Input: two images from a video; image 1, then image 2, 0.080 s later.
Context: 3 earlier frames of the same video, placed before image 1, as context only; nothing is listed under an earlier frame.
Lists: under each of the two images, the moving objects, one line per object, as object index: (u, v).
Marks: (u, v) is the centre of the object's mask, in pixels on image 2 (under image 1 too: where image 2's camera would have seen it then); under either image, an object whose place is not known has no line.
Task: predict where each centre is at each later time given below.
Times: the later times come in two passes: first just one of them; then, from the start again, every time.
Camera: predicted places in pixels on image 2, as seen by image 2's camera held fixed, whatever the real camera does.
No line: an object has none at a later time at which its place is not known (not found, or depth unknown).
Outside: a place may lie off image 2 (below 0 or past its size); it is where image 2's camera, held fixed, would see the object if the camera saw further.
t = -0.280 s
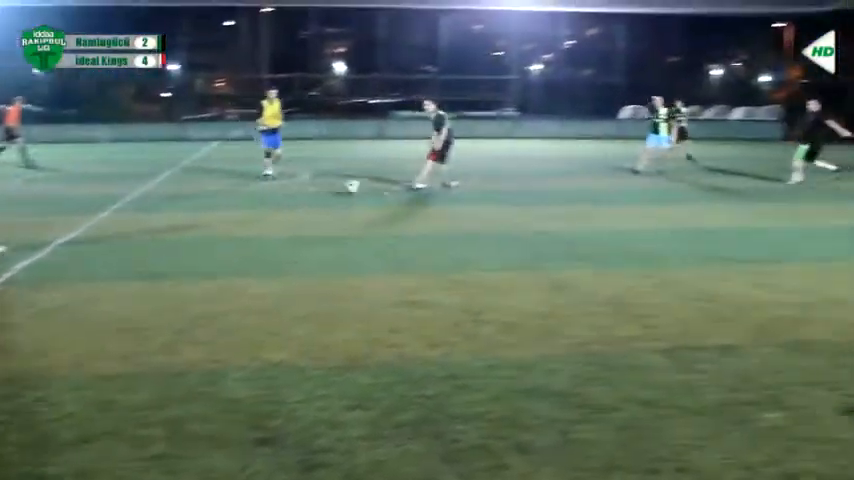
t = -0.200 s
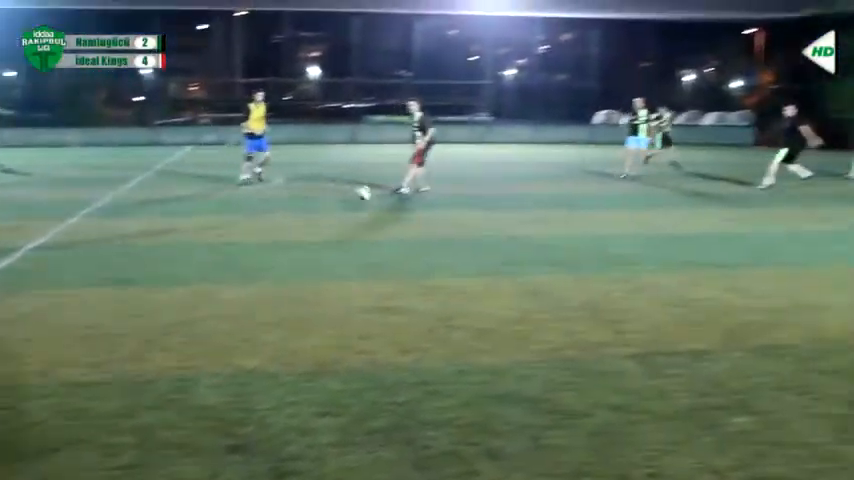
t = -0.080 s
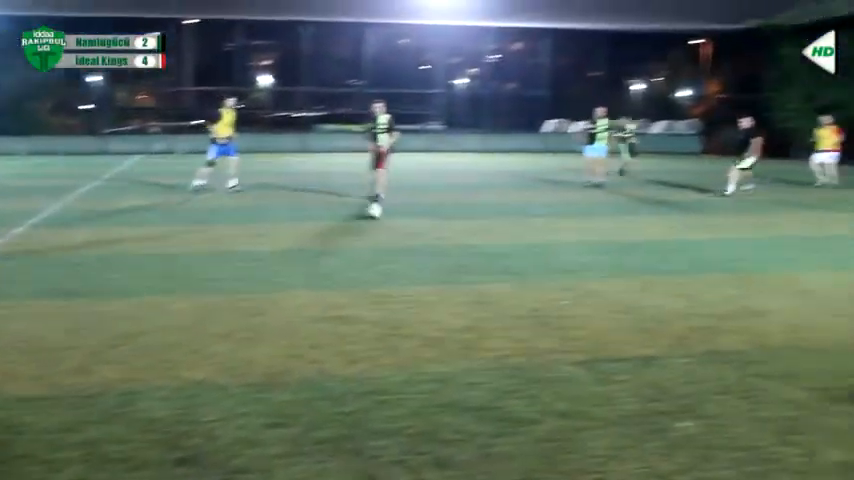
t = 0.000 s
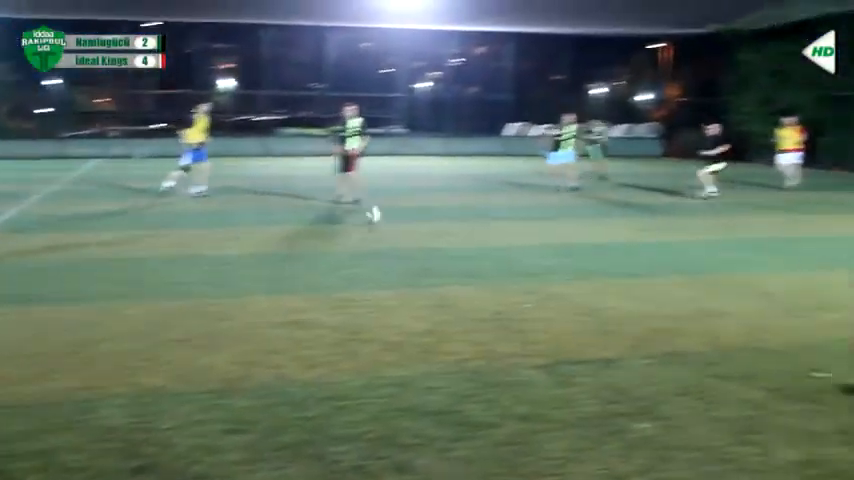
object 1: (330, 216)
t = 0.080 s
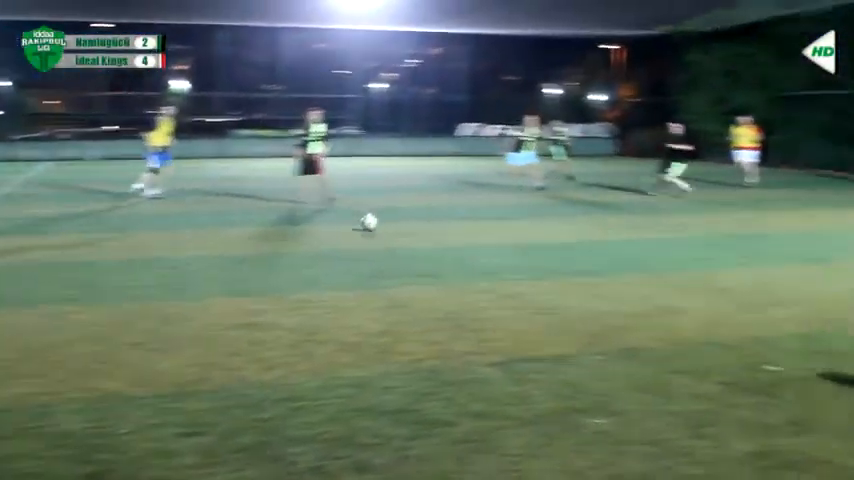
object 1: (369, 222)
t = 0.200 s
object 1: (423, 225)
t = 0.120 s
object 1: (388, 224)
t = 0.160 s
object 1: (406, 224)
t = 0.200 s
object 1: (423, 225)
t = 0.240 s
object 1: (441, 227)
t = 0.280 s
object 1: (456, 228)
